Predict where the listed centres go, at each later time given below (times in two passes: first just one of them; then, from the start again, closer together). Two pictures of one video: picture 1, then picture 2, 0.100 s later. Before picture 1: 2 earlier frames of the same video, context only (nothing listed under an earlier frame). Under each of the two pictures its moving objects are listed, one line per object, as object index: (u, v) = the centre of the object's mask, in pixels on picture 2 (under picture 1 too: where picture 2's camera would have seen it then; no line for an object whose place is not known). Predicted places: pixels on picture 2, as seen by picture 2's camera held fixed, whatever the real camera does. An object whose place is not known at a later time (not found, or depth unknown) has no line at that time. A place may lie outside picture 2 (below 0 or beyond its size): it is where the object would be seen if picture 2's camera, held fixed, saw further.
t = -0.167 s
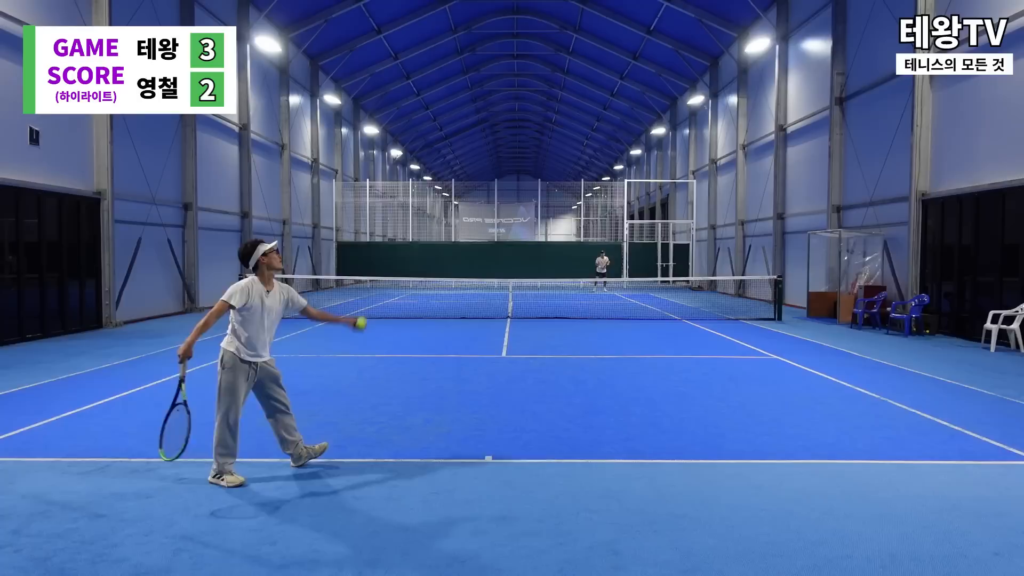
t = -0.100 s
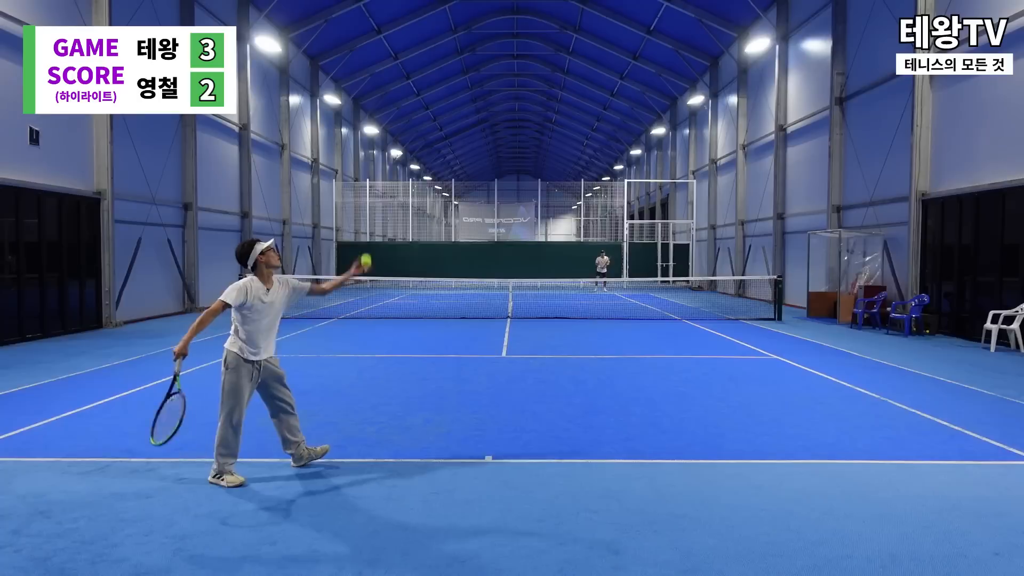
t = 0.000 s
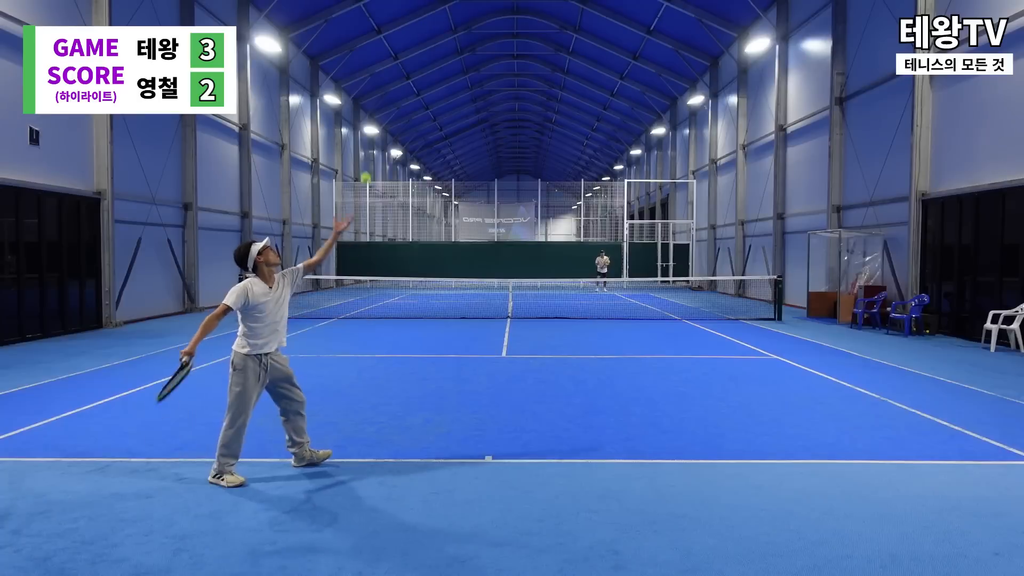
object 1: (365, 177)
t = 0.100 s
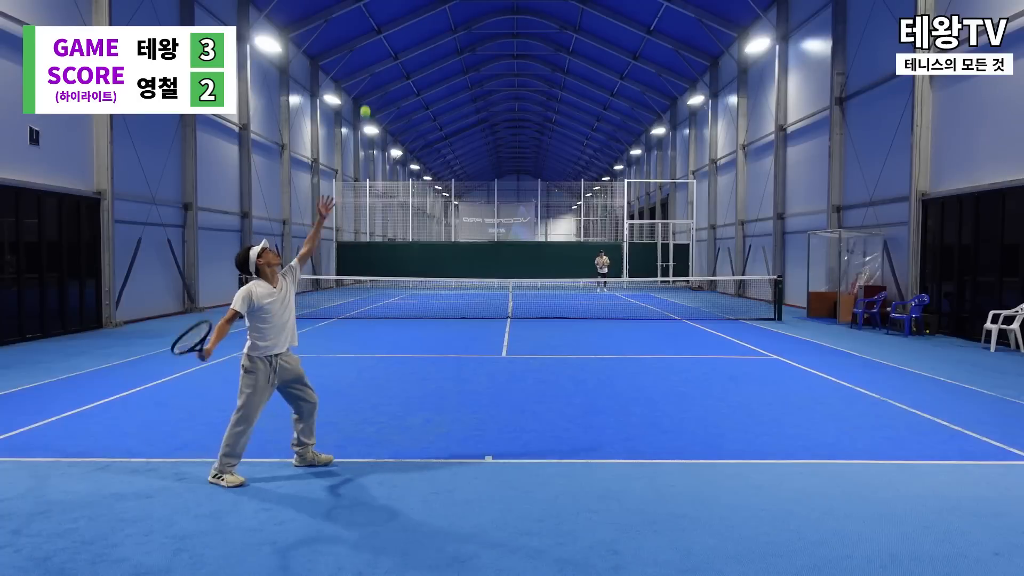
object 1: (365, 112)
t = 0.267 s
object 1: (364, 33)
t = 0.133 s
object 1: (365, 92)
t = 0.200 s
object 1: (365, 60)
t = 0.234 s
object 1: (364, 45)
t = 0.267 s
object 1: (364, 33)
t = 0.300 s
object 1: (364, 21)
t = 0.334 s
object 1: (365, 12)
